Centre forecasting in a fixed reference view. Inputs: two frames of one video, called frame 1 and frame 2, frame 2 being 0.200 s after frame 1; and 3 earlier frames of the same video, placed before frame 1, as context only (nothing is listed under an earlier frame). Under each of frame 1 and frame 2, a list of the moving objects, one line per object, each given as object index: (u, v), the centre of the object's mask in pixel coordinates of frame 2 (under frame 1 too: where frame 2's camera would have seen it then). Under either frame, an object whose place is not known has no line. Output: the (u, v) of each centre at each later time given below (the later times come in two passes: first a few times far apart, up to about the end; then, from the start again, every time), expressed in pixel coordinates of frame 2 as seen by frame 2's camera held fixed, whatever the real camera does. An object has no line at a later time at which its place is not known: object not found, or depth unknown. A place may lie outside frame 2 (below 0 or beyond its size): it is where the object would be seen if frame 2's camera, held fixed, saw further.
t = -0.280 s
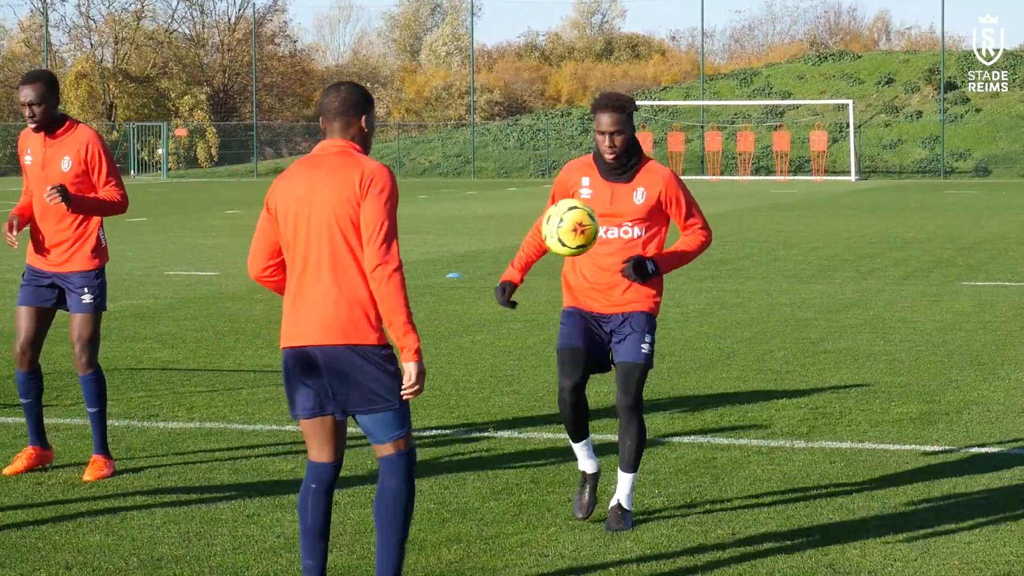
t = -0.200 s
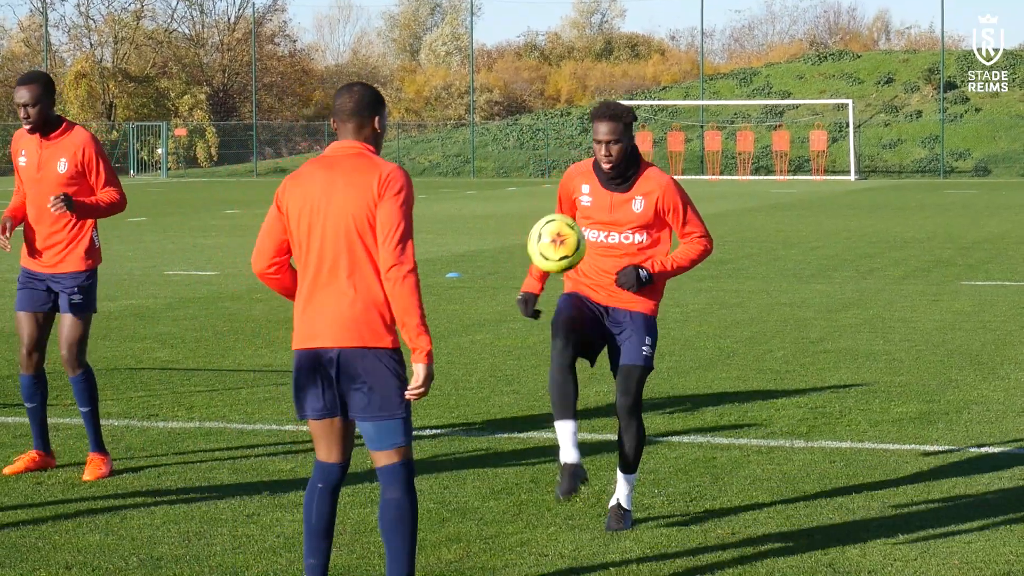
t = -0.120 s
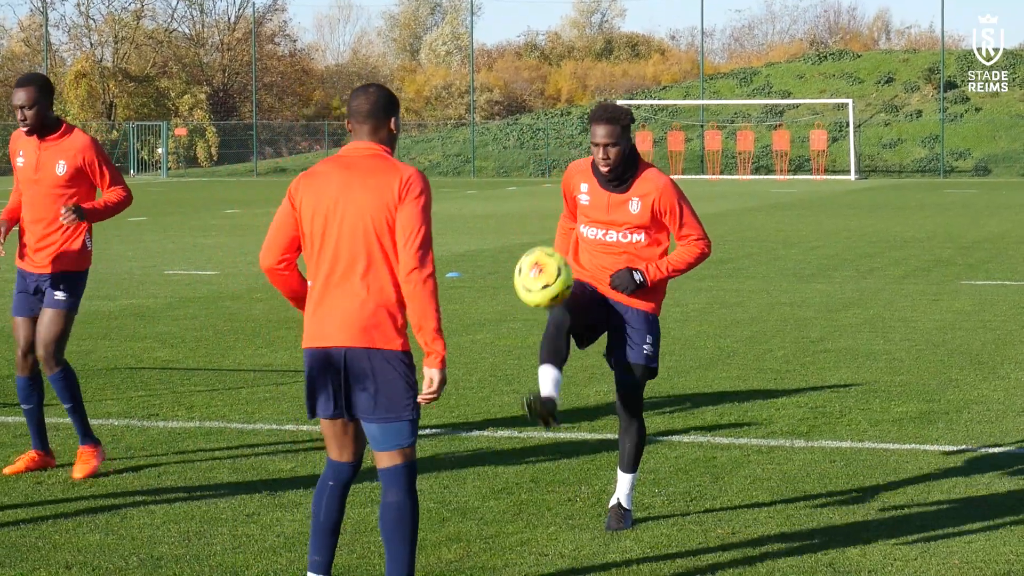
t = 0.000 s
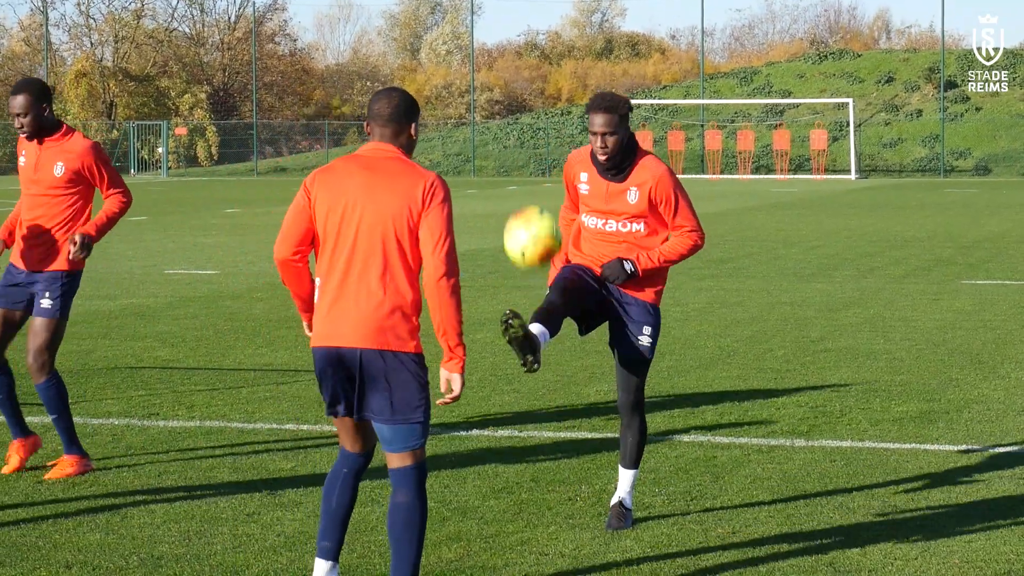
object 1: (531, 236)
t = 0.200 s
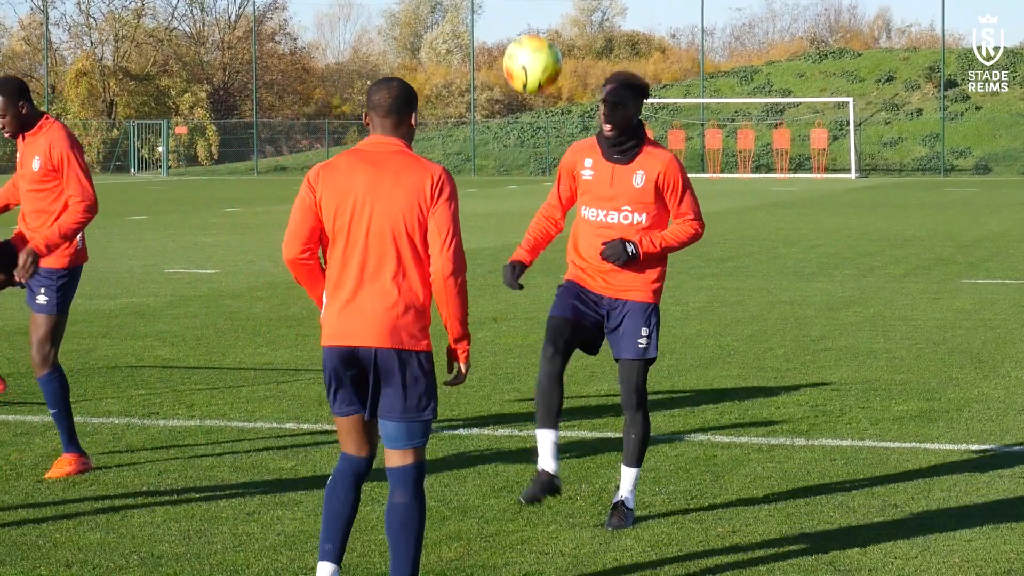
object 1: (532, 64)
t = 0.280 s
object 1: (532, 25)
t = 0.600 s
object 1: (533, 26)
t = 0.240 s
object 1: (532, 42)
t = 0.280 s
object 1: (532, 25)
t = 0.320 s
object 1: (532, 17)
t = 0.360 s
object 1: (532, 12)
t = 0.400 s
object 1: (532, 10)
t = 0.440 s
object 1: (532, 9)
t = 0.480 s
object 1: (533, 10)
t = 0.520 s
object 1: (533, 13)
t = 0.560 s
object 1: (533, 18)
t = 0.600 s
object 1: (533, 26)
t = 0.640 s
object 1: (533, 43)
